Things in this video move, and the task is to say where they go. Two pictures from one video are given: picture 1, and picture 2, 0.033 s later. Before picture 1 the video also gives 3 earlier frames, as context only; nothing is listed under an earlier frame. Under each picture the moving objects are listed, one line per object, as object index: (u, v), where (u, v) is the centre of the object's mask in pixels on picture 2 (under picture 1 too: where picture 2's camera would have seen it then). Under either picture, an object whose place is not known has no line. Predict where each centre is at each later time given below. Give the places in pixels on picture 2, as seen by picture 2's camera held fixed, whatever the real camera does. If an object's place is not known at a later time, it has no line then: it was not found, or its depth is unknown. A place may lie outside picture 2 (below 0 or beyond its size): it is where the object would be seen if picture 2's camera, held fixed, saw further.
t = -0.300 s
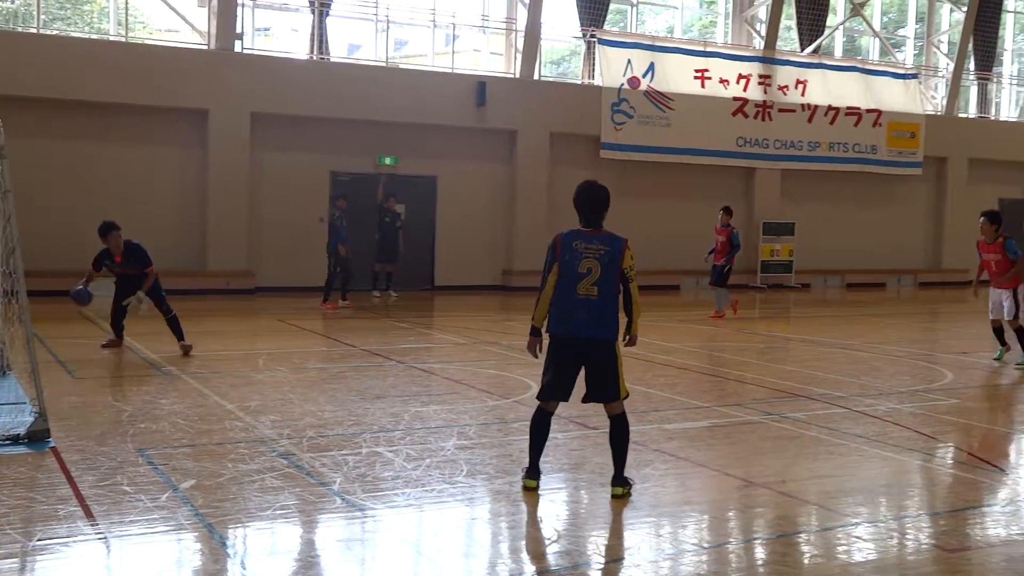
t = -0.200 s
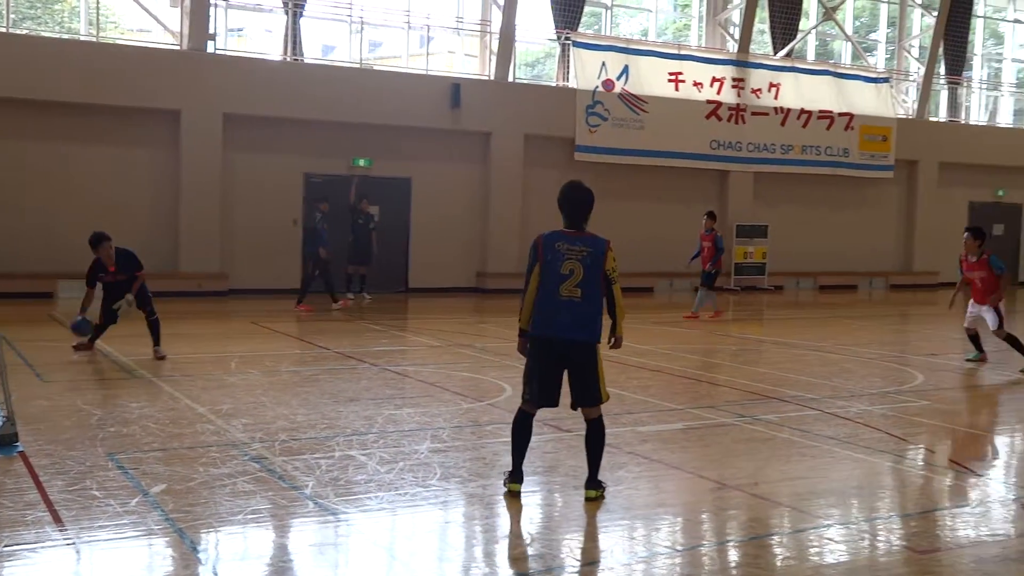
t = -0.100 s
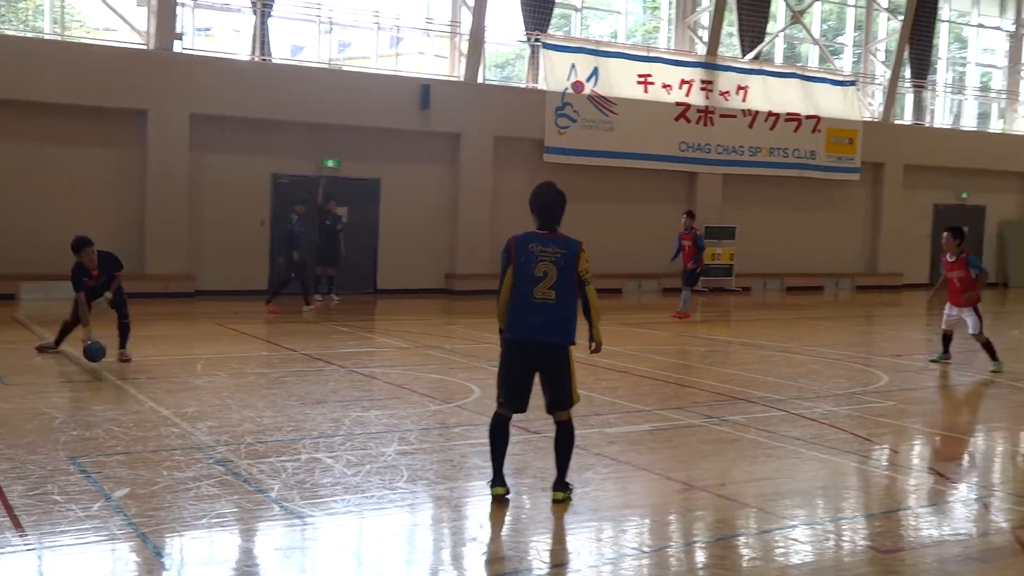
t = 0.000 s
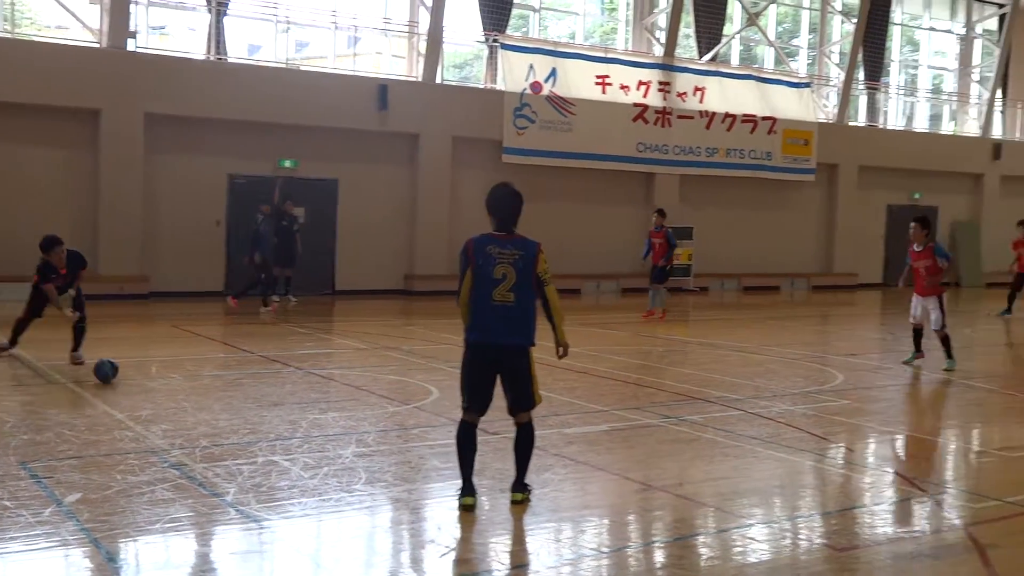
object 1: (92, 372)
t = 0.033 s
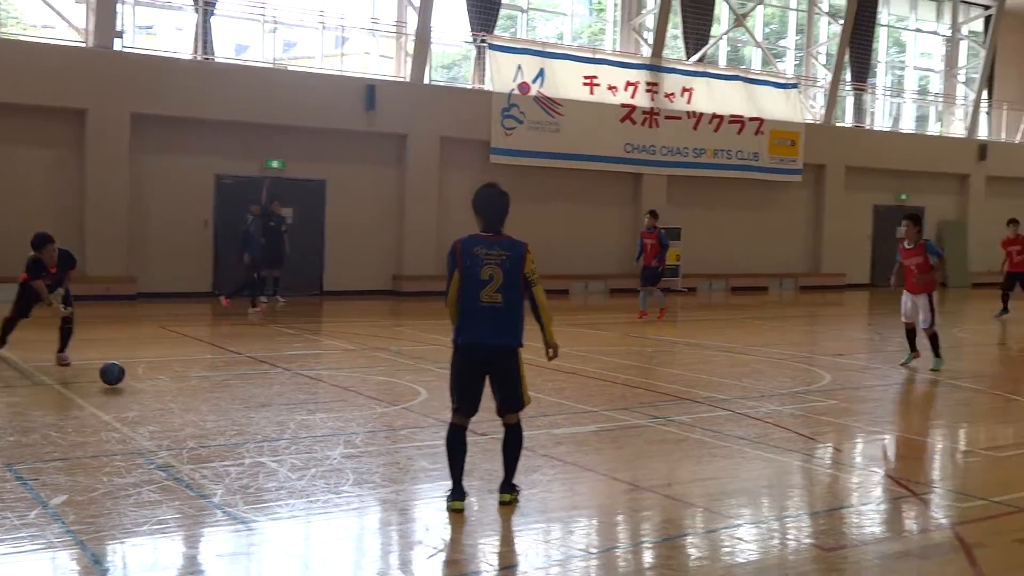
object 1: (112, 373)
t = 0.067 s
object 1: (132, 377)
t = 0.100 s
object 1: (153, 380)
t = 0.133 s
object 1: (174, 387)
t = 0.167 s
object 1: (195, 390)
